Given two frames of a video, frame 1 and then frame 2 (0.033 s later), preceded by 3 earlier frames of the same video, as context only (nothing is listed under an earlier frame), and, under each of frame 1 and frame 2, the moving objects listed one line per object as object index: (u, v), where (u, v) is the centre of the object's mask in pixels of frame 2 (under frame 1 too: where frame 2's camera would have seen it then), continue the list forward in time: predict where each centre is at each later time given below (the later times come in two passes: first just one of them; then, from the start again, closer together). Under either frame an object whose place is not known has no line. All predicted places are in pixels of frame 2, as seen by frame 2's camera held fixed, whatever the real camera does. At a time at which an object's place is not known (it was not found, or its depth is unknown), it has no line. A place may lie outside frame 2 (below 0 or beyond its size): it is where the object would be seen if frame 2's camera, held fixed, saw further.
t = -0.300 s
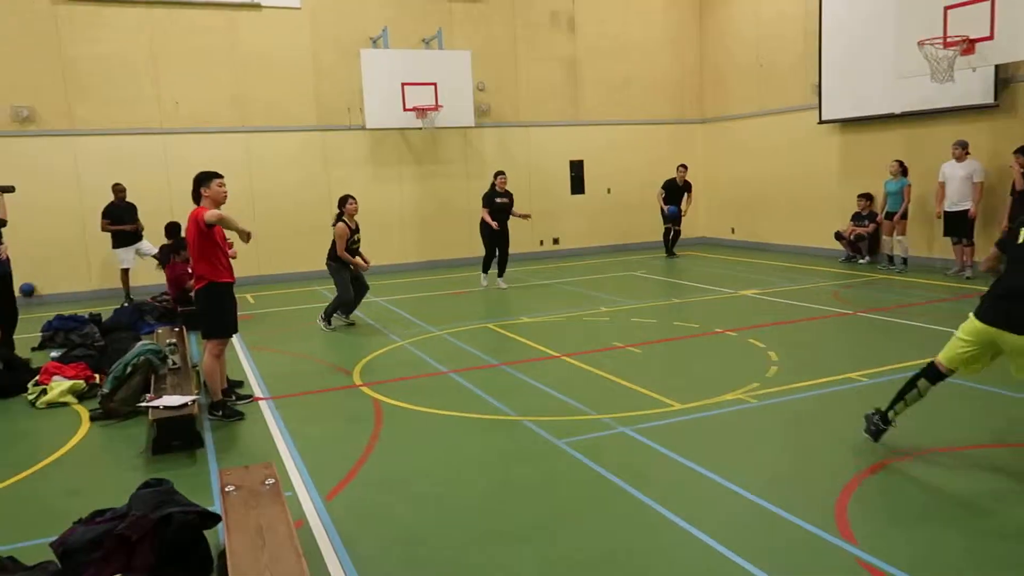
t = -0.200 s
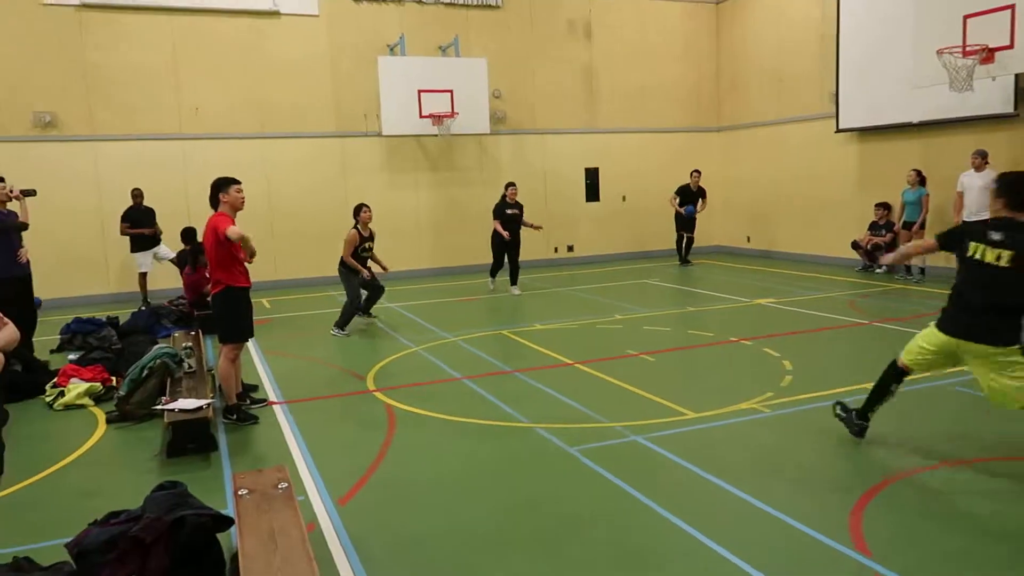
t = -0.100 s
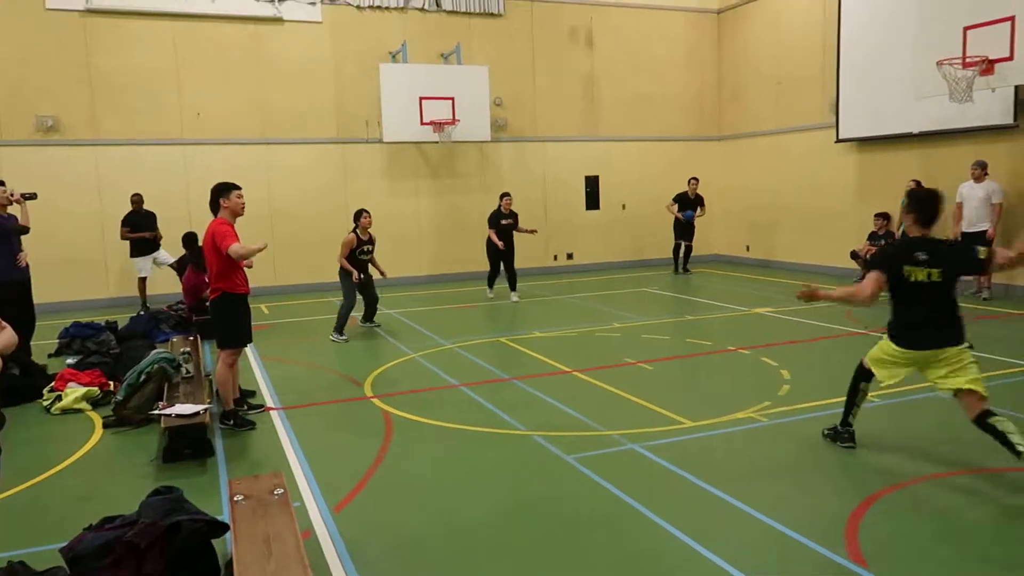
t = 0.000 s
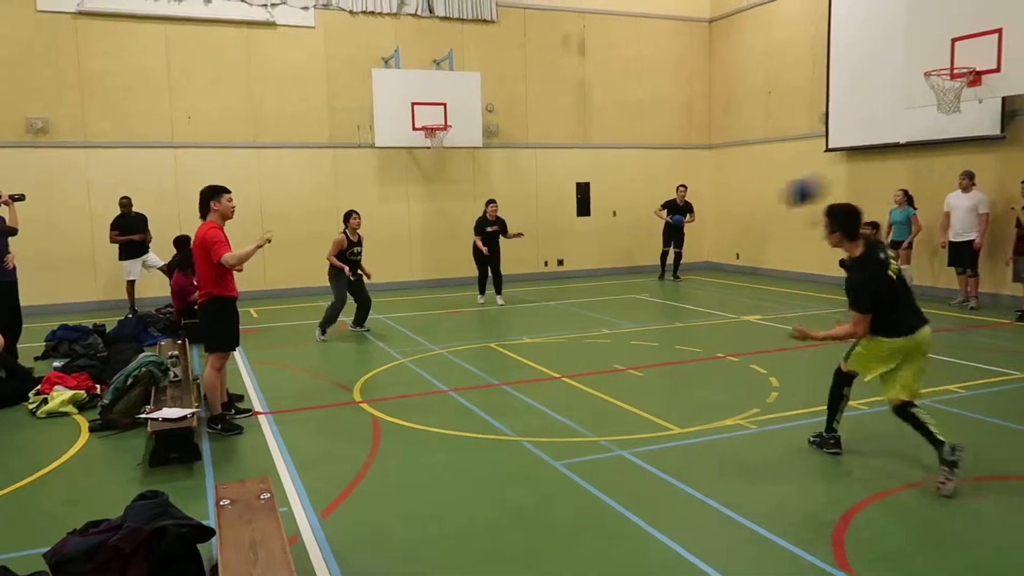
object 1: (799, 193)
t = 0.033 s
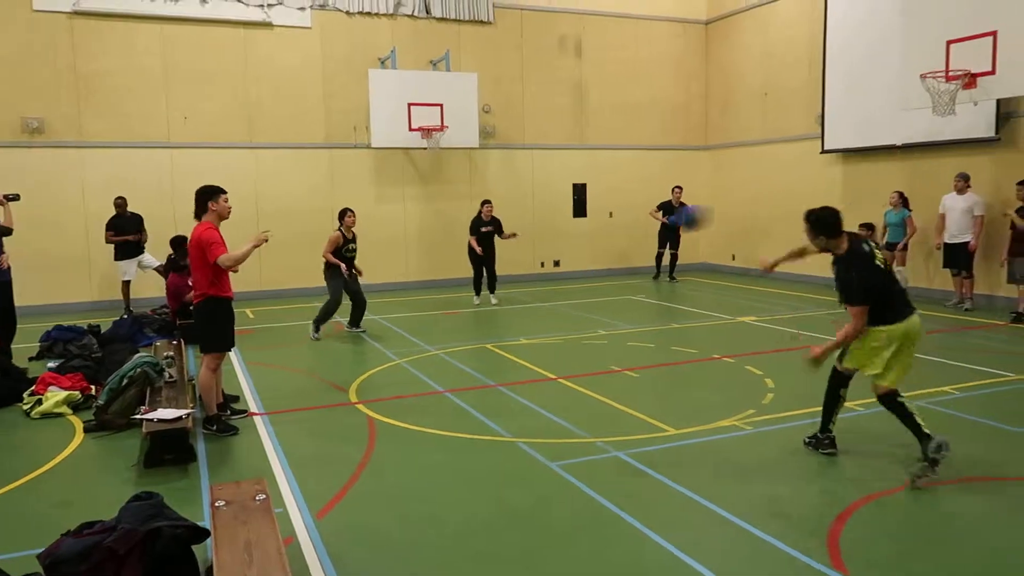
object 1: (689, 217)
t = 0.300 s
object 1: (307, 299)
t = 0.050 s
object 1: (643, 228)
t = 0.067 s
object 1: (604, 237)
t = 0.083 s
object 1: (567, 244)
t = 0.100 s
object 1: (535, 251)
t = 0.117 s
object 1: (506, 258)
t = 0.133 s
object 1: (480, 262)
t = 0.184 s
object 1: (412, 278)
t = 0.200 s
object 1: (393, 282)
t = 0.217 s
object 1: (376, 285)
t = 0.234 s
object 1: (361, 288)
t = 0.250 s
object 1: (346, 291)
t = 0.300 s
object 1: (307, 299)
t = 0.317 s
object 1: (297, 302)
